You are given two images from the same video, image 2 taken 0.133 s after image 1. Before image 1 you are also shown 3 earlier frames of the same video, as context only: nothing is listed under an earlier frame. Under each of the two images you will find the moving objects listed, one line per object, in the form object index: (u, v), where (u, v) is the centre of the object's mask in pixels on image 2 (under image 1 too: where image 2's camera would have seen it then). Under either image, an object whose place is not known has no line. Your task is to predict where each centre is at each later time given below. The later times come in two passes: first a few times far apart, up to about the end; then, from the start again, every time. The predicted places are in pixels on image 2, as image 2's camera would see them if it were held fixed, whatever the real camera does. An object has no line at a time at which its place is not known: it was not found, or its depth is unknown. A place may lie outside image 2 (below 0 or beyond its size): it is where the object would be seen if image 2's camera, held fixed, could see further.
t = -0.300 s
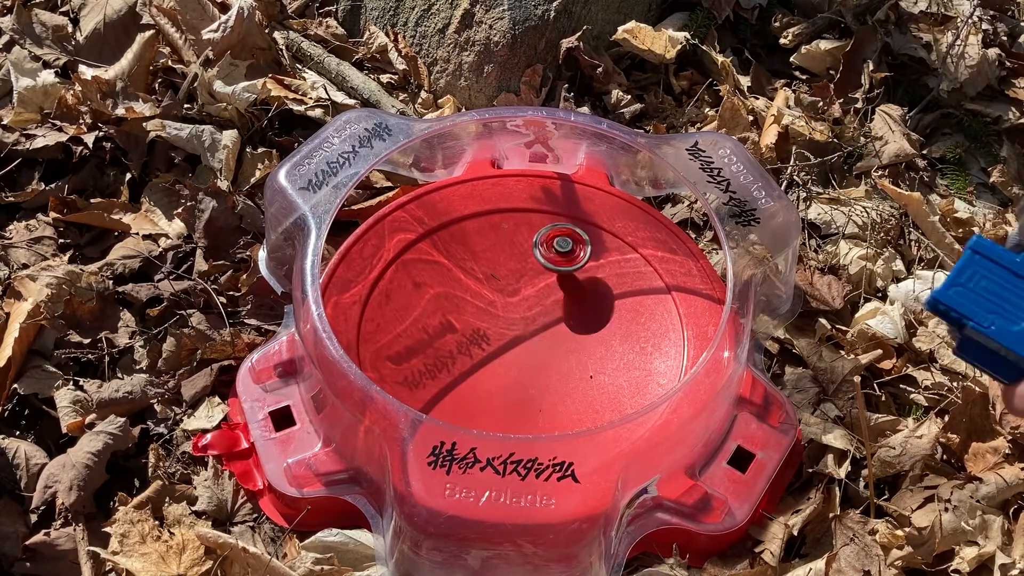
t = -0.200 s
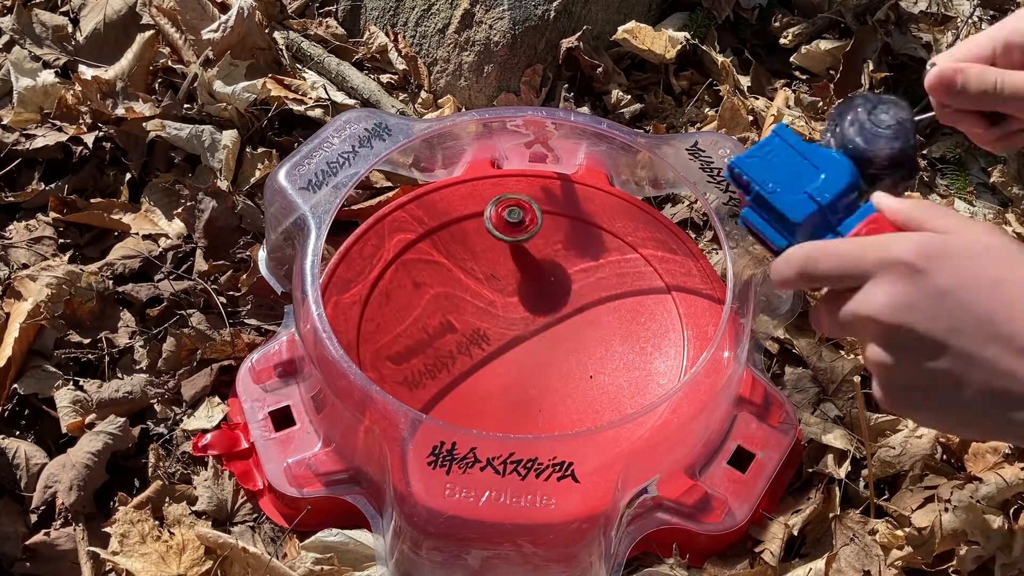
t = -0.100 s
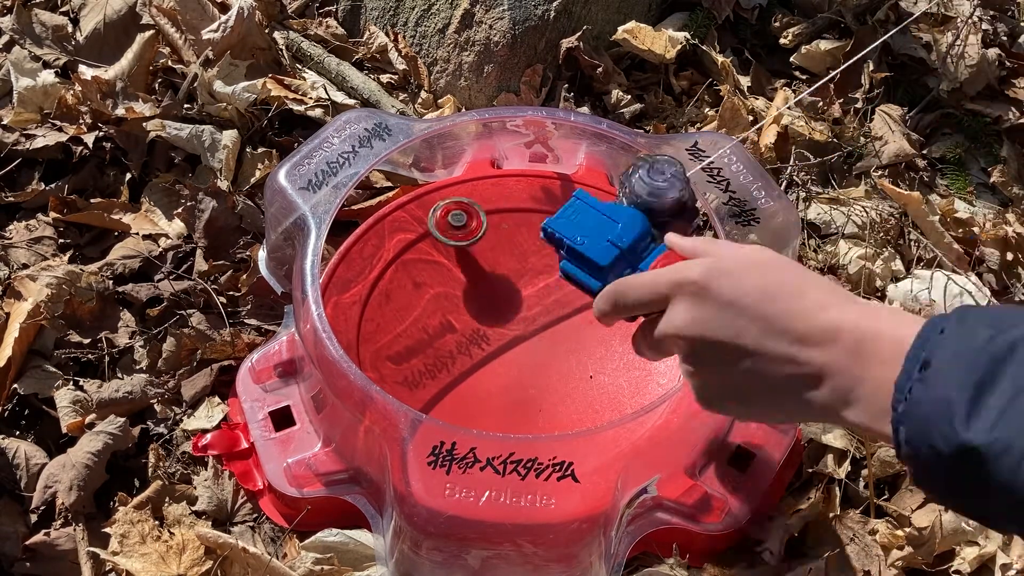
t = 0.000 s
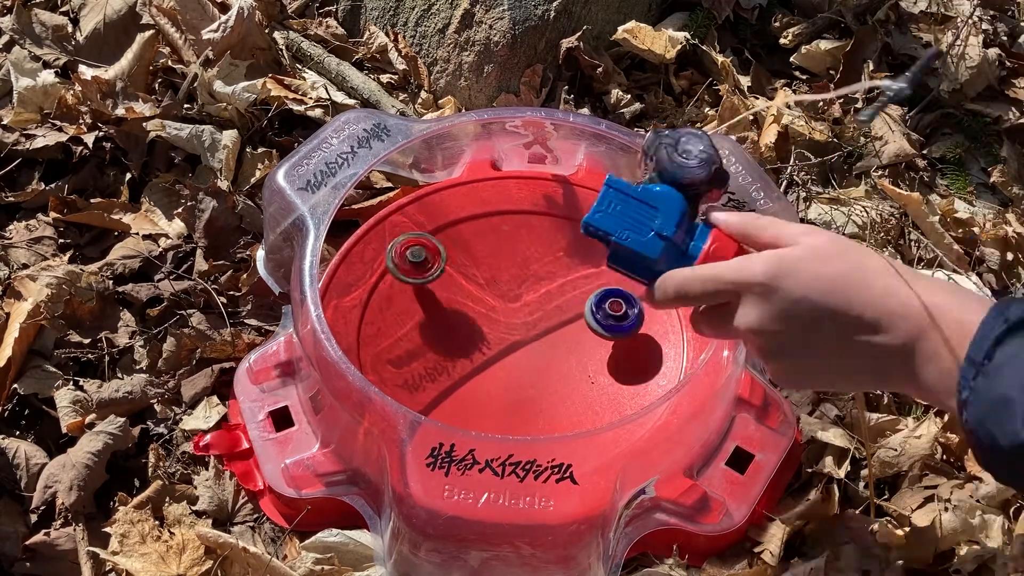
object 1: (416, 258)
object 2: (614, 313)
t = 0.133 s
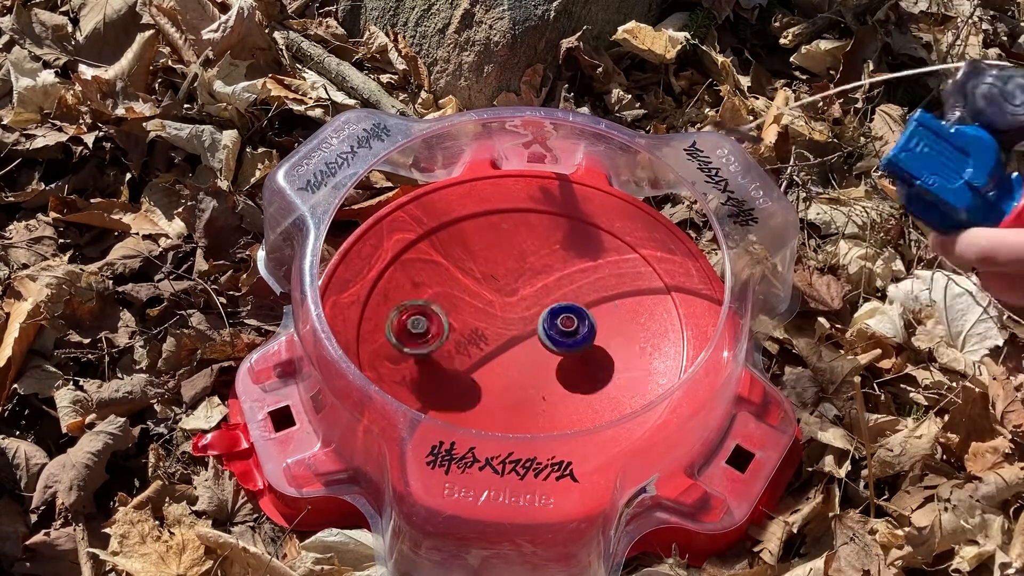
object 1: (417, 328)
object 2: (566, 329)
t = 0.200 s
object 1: (447, 361)
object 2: (546, 333)
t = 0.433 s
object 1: (613, 356)
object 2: (530, 331)
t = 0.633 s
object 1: (638, 264)
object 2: (537, 329)
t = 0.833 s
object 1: (564, 222)
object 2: (543, 328)
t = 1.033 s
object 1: (476, 275)
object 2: (543, 326)
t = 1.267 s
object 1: (505, 396)
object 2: (541, 327)
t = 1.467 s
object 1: (624, 403)
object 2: (539, 334)
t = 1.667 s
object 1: (659, 333)
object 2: (538, 342)
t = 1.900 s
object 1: (559, 282)
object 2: (539, 349)
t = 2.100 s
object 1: (453, 321)
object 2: (538, 350)
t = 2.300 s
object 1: (449, 403)
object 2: (537, 353)
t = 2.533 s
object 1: (560, 423)
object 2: (533, 354)
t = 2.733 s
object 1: (593, 343)
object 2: (527, 355)
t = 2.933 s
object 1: (509, 272)
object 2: (523, 354)
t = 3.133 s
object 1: (415, 288)
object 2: (518, 353)
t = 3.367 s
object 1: (424, 370)
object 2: (513, 352)
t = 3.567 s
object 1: (529, 378)
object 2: (508, 344)
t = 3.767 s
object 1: (580, 301)
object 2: (511, 347)
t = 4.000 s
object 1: (524, 234)
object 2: (511, 342)
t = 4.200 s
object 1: (462, 265)
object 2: (510, 336)
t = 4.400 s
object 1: (450, 340)
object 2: (541, 331)
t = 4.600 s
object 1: (509, 402)
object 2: (576, 312)
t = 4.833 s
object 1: (626, 364)
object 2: (568, 294)
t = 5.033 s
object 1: (612, 291)
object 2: (556, 287)
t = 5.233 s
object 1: (603, 267)
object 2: (459, 285)
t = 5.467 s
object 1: (512, 273)
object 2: (454, 335)
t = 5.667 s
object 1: (490, 315)
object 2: (456, 390)
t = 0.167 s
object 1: (430, 345)
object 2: (555, 332)
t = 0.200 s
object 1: (447, 361)
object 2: (546, 333)
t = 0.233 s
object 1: (469, 374)
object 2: (539, 333)
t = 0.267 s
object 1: (494, 382)
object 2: (533, 331)
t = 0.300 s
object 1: (521, 386)
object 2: (529, 331)
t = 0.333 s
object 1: (546, 384)
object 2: (527, 331)
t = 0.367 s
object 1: (571, 379)
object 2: (527, 331)
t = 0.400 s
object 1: (593, 370)
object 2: (528, 331)
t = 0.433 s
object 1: (613, 356)
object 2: (530, 331)
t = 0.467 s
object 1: (628, 340)
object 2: (531, 330)
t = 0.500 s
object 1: (638, 323)
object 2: (532, 330)
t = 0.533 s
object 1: (643, 306)
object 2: (534, 330)
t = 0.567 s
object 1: (644, 291)
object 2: (535, 330)
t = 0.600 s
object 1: (642, 277)
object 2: (536, 329)
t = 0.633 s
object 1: (638, 264)
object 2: (537, 329)
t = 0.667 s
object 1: (630, 253)
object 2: (538, 329)
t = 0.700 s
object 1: (621, 242)
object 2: (539, 329)
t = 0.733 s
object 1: (609, 233)
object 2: (540, 328)
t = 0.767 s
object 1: (595, 227)
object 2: (541, 328)
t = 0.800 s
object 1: (580, 223)
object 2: (542, 328)
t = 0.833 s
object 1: (564, 222)
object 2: (543, 328)
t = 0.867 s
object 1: (547, 224)
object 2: (543, 328)
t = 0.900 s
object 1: (531, 228)
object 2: (544, 327)
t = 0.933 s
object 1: (515, 236)
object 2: (544, 327)
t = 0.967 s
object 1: (500, 247)
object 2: (543, 327)
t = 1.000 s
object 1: (487, 260)
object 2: (543, 326)
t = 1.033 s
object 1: (476, 275)
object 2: (543, 326)
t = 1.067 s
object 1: (467, 292)
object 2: (543, 326)
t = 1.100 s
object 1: (463, 311)
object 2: (543, 326)
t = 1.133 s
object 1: (462, 330)
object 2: (543, 326)
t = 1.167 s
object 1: (466, 349)
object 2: (543, 327)
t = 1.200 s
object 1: (475, 367)
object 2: (542, 327)
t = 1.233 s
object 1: (488, 383)
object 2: (542, 327)
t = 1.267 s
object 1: (505, 396)
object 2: (541, 327)
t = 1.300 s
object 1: (524, 406)
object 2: (540, 328)
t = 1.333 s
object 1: (545, 410)
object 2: (540, 330)
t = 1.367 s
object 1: (566, 411)
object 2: (540, 331)
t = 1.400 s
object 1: (588, 413)
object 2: (540, 332)
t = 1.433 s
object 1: (607, 410)
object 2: (539, 333)
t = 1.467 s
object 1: (624, 403)
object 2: (539, 334)
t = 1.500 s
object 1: (639, 394)
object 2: (538, 336)
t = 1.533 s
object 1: (646, 379)
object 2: (538, 337)
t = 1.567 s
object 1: (656, 369)
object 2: (538, 339)
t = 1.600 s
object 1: (661, 358)
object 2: (538, 340)
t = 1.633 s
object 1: (662, 345)
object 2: (538, 341)
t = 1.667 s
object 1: (659, 333)
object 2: (538, 342)
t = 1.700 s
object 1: (652, 321)
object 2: (538, 343)
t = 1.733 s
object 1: (643, 311)
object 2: (538, 344)
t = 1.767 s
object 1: (630, 302)
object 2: (539, 346)
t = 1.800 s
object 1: (615, 295)
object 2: (539, 347)
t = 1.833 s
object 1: (598, 289)
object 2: (539, 348)
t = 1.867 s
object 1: (579, 285)
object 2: (539, 348)
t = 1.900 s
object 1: (559, 282)
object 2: (539, 349)
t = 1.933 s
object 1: (539, 282)
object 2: (539, 349)
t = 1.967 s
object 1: (519, 285)
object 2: (540, 350)
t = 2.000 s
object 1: (501, 290)
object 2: (539, 350)
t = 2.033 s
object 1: (483, 298)
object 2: (539, 350)
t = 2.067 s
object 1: (467, 309)
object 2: (539, 350)
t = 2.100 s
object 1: (453, 321)
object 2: (538, 350)
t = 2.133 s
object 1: (442, 335)
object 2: (538, 351)
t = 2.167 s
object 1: (436, 350)
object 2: (538, 352)
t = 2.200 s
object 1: (432, 365)
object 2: (537, 352)
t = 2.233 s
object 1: (433, 380)
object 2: (537, 352)
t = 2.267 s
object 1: (439, 393)
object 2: (537, 352)
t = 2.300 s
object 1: (449, 403)
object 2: (537, 353)
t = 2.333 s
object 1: (458, 417)
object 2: (537, 353)
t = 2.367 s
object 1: (474, 425)
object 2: (536, 353)
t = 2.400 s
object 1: (489, 430)
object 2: (536, 353)
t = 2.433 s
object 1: (508, 433)
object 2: (535, 353)
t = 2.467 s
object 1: (526, 432)
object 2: (534, 353)
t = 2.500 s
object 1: (543, 429)
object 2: (534, 354)
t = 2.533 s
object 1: (560, 423)
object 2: (533, 354)
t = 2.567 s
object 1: (572, 410)
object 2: (532, 354)
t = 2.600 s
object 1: (584, 402)
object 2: (531, 354)
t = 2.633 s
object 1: (591, 388)
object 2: (530, 355)
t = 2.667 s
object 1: (596, 374)
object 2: (529, 355)
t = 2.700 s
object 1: (596, 359)
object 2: (528, 355)
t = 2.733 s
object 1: (593, 343)
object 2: (527, 355)
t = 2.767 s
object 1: (586, 327)
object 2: (527, 355)
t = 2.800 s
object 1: (575, 312)
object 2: (526, 355)
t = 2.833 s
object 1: (561, 299)
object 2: (525, 355)
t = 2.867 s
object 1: (545, 288)
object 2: (524, 355)
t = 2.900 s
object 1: (528, 279)
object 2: (524, 355)
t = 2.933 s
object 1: (509, 272)
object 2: (523, 354)
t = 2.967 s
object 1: (491, 268)
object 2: (522, 354)
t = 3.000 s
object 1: (473, 268)
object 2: (522, 354)
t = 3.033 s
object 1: (456, 269)
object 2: (521, 354)
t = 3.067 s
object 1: (440, 273)
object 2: (520, 354)
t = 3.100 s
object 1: (427, 280)
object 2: (519, 354)
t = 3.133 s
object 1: (415, 288)
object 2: (518, 353)
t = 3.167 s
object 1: (405, 298)
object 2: (516, 352)
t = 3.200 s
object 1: (400, 310)
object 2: (516, 353)
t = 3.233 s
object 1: (397, 321)
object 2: (515, 352)
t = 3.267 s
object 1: (398, 335)
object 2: (515, 352)
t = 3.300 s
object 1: (403, 347)
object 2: (514, 352)
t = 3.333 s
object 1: (411, 359)
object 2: (514, 352)
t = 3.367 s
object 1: (424, 370)
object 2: (513, 352)
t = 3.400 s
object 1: (439, 379)
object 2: (513, 351)
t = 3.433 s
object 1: (457, 385)
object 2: (513, 352)
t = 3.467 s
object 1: (475, 387)
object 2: (513, 350)
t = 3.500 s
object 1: (494, 387)
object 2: (514, 347)
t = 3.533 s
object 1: (513, 383)
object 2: (512, 344)
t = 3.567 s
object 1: (529, 378)
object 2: (508, 344)
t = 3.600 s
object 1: (545, 369)
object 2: (506, 346)
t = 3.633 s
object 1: (559, 358)
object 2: (507, 348)
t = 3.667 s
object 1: (569, 345)
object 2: (510, 348)
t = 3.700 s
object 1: (577, 331)
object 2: (511, 348)
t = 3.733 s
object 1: (580, 316)
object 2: (511, 348)
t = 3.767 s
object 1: (580, 301)
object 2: (511, 347)
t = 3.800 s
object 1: (576, 286)
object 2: (511, 347)
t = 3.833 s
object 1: (571, 272)
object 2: (511, 347)
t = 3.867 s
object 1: (564, 260)
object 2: (512, 346)
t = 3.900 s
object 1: (555, 250)
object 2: (511, 344)
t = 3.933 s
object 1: (546, 242)
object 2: (511, 343)
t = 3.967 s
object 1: (535, 237)
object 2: (511, 343)
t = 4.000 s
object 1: (524, 234)
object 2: (511, 342)
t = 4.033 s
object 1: (512, 233)
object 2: (511, 341)
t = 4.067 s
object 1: (500, 235)
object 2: (511, 340)
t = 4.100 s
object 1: (488, 239)
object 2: (511, 339)
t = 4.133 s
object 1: (477, 246)
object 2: (511, 338)
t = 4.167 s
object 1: (469, 255)
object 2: (510, 337)
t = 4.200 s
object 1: (462, 265)
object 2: (510, 336)
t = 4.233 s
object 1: (458, 277)
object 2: (510, 335)
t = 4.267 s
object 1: (457, 291)
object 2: (510, 334)
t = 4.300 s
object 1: (458, 304)
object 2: (510, 333)
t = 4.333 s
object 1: (462, 317)
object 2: (512, 333)
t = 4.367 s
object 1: (462, 329)
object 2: (518, 332)
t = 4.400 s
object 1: (450, 340)
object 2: (541, 331)
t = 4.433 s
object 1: (445, 352)
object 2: (558, 329)
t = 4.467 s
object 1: (448, 364)
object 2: (569, 326)
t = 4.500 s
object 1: (458, 376)
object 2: (574, 323)
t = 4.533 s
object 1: (472, 387)
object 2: (576, 320)
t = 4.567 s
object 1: (489, 395)
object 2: (576, 316)
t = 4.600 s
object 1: (509, 402)
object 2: (576, 312)
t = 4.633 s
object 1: (529, 405)
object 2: (575, 309)
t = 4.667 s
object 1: (550, 405)
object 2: (575, 306)
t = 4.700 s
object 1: (570, 402)
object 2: (573, 303)
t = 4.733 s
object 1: (589, 396)
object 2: (572, 300)
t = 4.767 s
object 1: (605, 387)
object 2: (571, 298)
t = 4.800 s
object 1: (617, 377)
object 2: (569, 296)
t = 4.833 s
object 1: (626, 364)
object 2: (568, 294)
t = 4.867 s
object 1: (632, 351)
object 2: (566, 293)
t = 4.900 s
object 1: (635, 338)
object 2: (565, 291)
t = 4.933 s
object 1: (634, 325)
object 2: (563, 290)
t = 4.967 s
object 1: (630, 313)
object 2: (561, 289)
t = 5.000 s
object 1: (623, 301)
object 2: (559, 287)
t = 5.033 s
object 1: (612, 291)
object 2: (556, 287)
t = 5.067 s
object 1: (601, 283)
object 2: (552, 287)
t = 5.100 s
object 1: (606, 278)
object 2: (534, 283)
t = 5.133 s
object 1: (614, 276)
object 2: (508, 279)
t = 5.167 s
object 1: (616, 274)
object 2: (485, 278)
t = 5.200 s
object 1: (612, 271)
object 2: (469, 281)
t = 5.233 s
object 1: (603, 267)
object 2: (459, 285)
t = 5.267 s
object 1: (592, 264)
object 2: (452, 293)
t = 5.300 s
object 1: (580, 260)
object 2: (449, 301)
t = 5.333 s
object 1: (566, 258)
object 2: (448, 308)
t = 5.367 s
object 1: (553, 259)
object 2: (448, 316)
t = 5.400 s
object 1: (539, 261)
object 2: (450, 323)
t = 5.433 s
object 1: (525, 265)
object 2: (452, 330)
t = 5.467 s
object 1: (512, 273)
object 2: (454, 335)
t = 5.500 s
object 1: (500, 282)
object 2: (455, 340)
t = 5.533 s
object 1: (490, 293)
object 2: (456, 345)
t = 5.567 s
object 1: (484, 303)
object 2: (456, 351)
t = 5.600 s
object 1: (485, 304)
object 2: (452, 366)
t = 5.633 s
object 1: (488, 308)
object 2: (452, 378)
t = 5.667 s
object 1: (490, 315)
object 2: (456, 390)
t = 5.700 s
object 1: (492, 323)
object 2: (463, 400)
